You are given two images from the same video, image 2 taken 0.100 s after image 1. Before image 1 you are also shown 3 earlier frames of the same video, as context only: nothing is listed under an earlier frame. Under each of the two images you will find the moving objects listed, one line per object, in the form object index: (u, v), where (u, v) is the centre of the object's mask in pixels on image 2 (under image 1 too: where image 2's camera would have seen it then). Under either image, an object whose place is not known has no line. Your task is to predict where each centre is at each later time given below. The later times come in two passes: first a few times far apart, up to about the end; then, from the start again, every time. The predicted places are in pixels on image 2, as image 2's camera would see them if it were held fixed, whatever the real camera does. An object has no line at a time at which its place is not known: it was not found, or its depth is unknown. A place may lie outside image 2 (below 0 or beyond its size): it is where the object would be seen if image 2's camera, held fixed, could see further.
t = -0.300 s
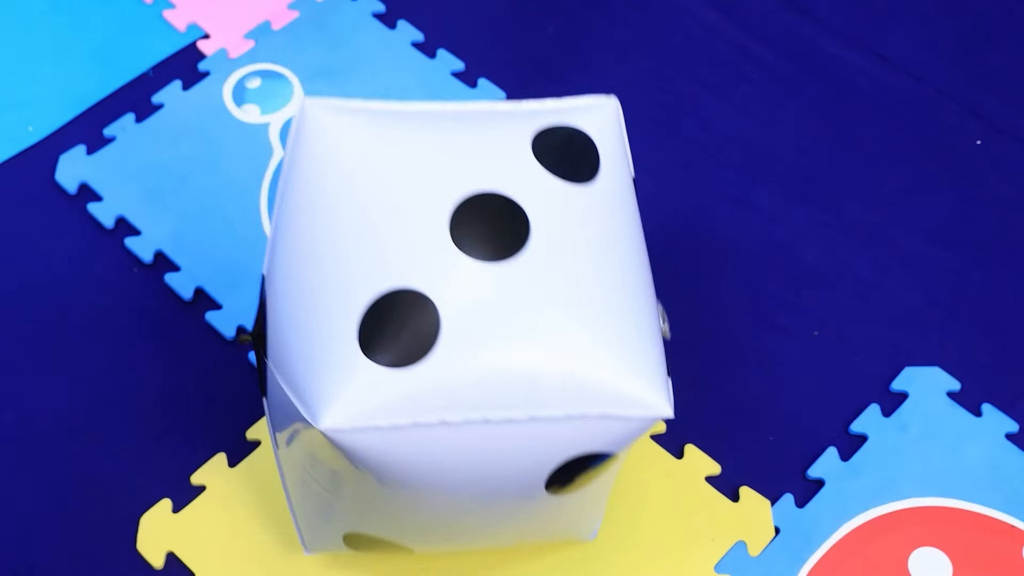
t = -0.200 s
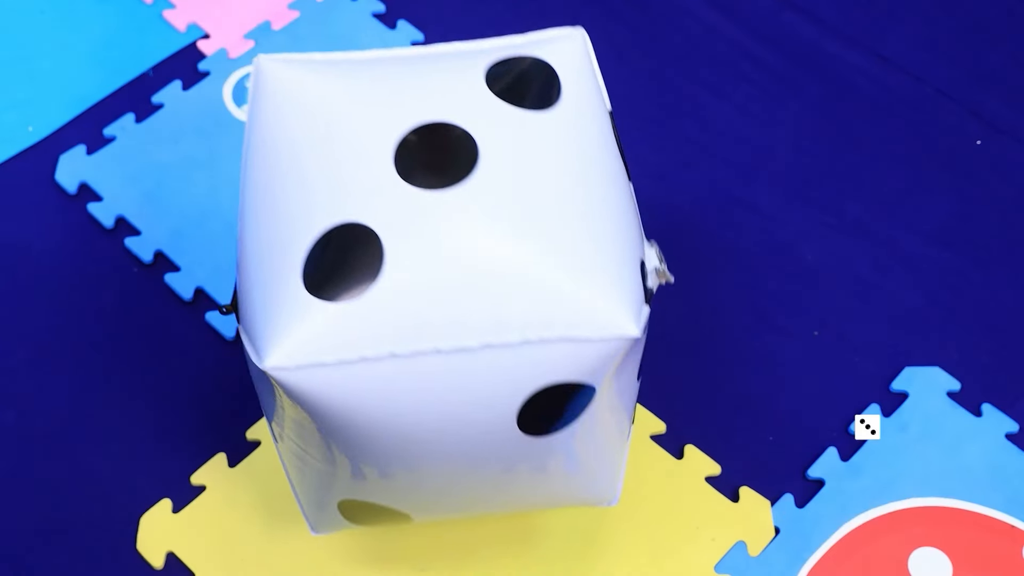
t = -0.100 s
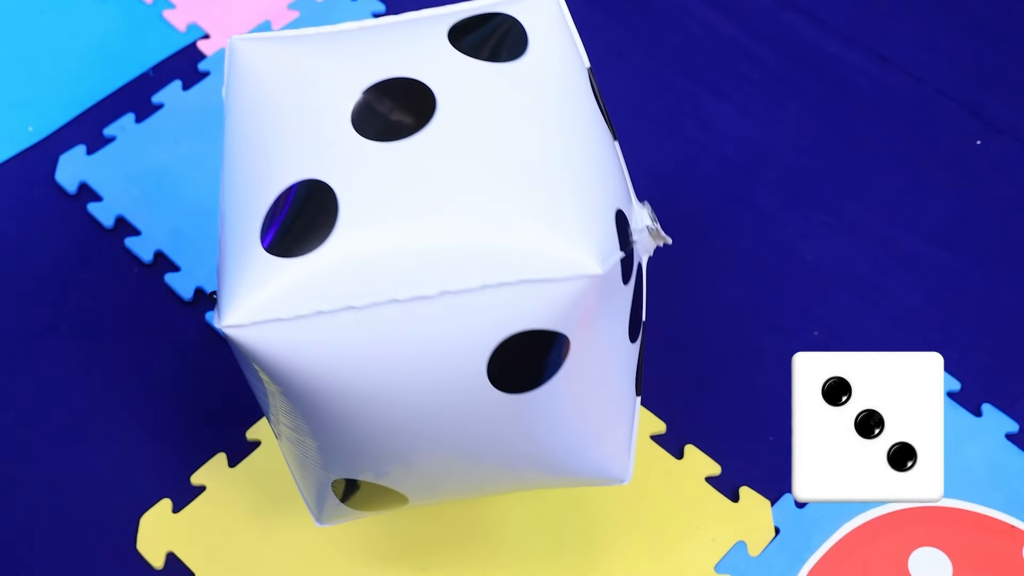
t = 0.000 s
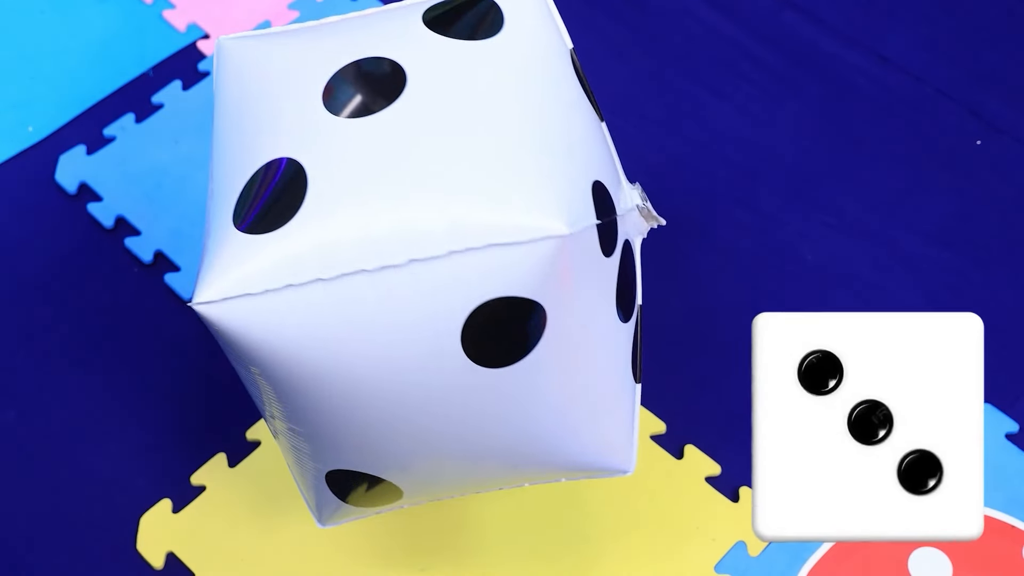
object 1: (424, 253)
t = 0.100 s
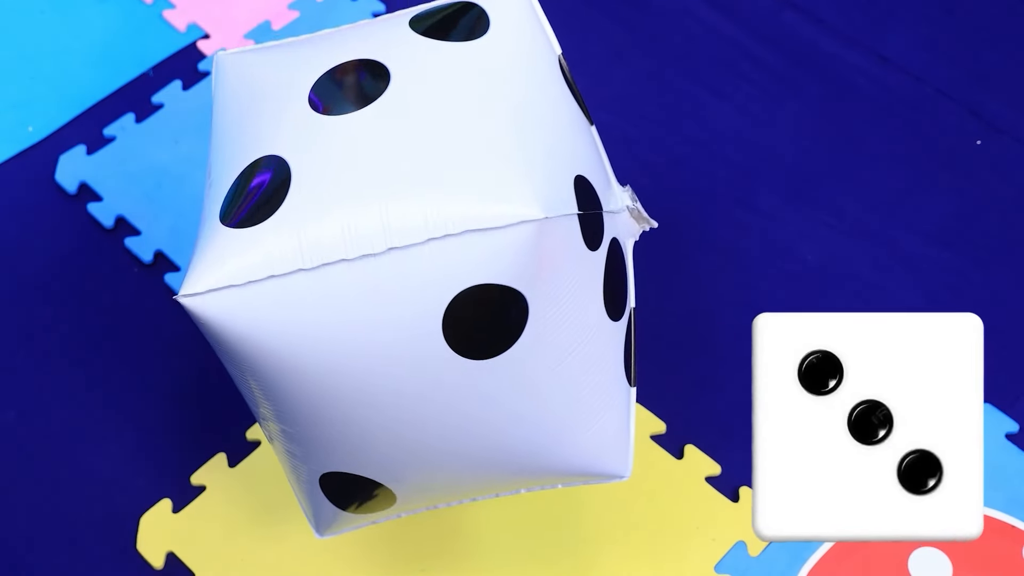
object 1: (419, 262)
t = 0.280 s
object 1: (414, 313)
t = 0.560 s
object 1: (414, 352)
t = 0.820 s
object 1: (421, 377)
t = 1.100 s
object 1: (465, 373)
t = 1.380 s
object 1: (470, 368)
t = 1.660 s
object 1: (454, 373)
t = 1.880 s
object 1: (459, 372)
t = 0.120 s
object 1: (418, 265)
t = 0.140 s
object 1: (417, 269)
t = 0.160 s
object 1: (417, 274)
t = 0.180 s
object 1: (416, 279)
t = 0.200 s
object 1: (415, 285)
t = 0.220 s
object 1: (415, 291)
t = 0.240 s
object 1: (415, 298)
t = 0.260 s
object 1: (414, 306)
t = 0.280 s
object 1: (414, 313)
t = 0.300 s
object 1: (412, 320)
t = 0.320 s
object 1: (412, 322)
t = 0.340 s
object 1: (411, 322)
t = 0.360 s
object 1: (411, 322)
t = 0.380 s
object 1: (411, 323)
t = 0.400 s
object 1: (412, 325)
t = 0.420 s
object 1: (413, 327)
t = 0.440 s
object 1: (414, 331)
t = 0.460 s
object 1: (415, 334)
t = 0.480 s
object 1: (416, 339)
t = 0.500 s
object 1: (416, 342)
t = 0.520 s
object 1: (416, 346)
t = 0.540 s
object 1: (415, 349)
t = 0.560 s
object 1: (414, 352)
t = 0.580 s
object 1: (413, 356)
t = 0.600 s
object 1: (412, 360)
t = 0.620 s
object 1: (411, 363)
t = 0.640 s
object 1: (410, 367)
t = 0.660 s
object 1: (409, 370)
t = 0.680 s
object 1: (409, 372)
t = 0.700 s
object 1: (410, 373)
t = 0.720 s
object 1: (411, 373)
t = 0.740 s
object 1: (412, 374)
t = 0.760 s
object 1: (414, 375)
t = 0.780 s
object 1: (416, 376)
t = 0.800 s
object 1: (418, 376)
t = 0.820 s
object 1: (421, 377)
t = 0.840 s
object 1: (423, 376)
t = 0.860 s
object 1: (426, 377)
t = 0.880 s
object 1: (429, 377)
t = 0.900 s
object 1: (432, 377)
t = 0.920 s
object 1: (435, 377)
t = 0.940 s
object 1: (438, 377)
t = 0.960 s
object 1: (442, 377)
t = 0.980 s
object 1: (445, 377)
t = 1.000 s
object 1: (449, 376)
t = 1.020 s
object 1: (453, 376)
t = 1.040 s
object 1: (456, 375)
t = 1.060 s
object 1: (459, 375)
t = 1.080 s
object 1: (462, 374)
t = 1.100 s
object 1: (465, 373)
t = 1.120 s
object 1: (469, 372)
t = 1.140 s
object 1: (471, 371)
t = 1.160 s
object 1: (473, 370)
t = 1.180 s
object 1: (475, 370)
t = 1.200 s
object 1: (476, 370)
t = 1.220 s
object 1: (477, 370)
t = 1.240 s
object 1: (477, 369)
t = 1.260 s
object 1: (477, 370)
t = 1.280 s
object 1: (476, 367)
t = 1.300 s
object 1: (476, 367)
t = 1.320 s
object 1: (474, 367)
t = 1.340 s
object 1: (473, 367)
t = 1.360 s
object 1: (471, 367)
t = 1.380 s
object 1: (470, 368)
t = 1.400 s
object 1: (468, 369)
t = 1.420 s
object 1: (467, 370)
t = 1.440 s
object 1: (465, 371)
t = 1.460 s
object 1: (463, 372)
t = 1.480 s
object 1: (462, 372)
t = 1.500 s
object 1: (461, 372)
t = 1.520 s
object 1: (459, 372)
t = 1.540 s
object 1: (458, 372)
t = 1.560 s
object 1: (457, 372)
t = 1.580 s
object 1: (456, 372)
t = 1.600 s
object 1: (455, 372)
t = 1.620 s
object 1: (455, 372)
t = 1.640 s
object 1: (454, 372)
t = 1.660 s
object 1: (454, 373)
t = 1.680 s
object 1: (454, 373)
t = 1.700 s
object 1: (454, 372)
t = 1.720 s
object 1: (454, 372)
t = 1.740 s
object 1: (454, 372)
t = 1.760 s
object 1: (455, 373)
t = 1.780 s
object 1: (456, 372)
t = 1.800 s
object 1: (456, 372)
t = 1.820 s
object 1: (457, 372)
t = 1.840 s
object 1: (458, 372)
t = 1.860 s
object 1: (459, 372)
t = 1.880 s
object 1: (459, 372)
